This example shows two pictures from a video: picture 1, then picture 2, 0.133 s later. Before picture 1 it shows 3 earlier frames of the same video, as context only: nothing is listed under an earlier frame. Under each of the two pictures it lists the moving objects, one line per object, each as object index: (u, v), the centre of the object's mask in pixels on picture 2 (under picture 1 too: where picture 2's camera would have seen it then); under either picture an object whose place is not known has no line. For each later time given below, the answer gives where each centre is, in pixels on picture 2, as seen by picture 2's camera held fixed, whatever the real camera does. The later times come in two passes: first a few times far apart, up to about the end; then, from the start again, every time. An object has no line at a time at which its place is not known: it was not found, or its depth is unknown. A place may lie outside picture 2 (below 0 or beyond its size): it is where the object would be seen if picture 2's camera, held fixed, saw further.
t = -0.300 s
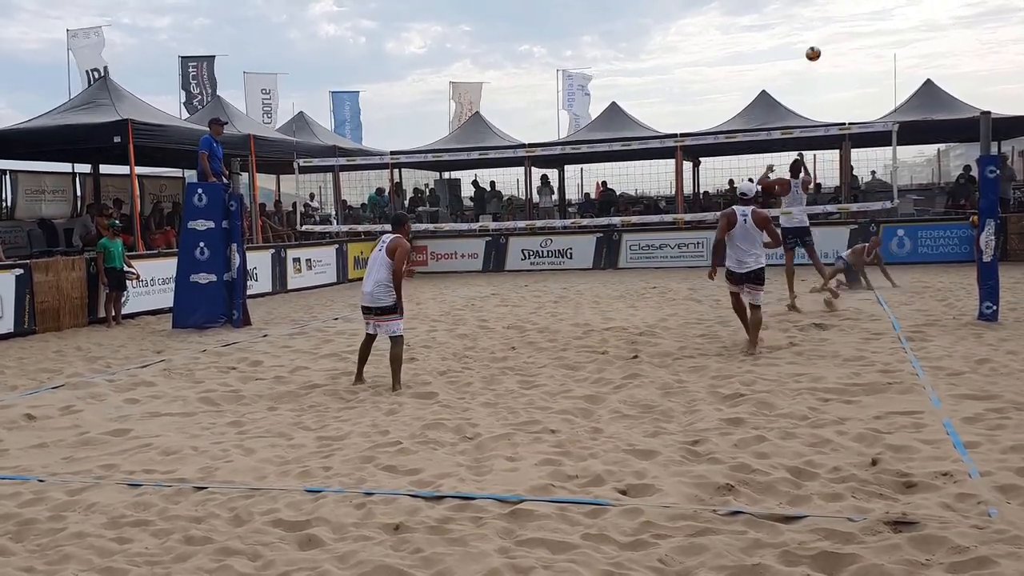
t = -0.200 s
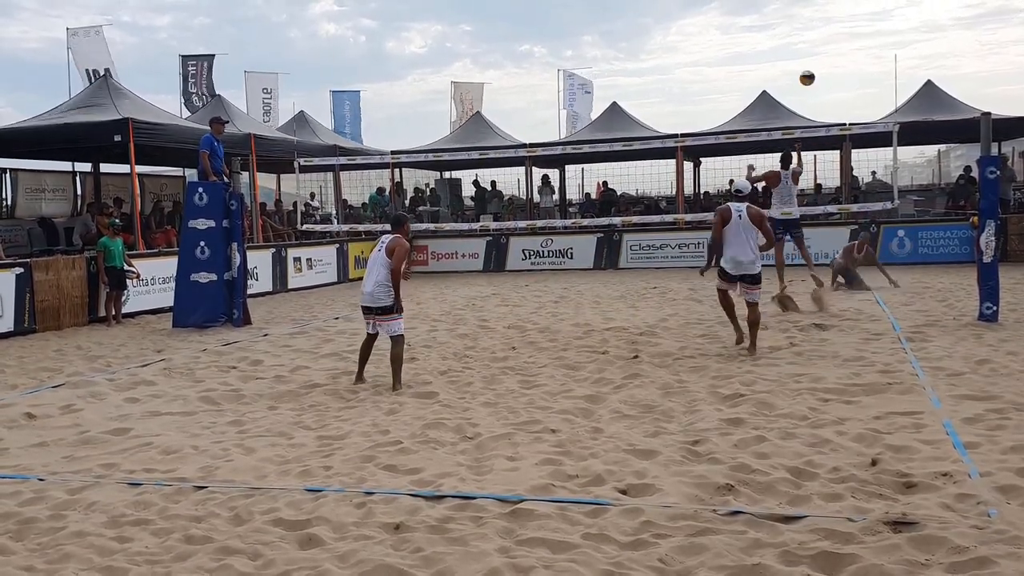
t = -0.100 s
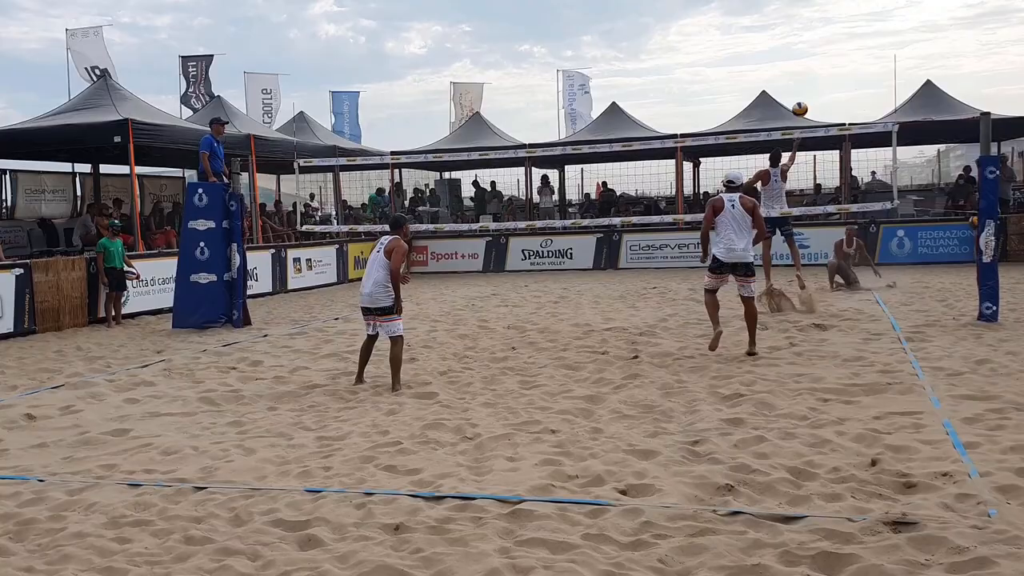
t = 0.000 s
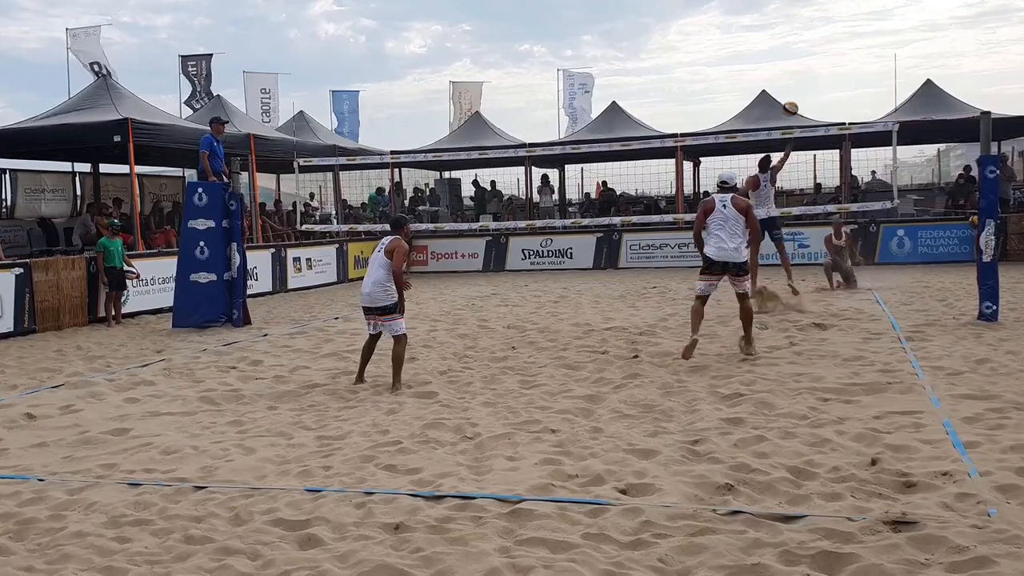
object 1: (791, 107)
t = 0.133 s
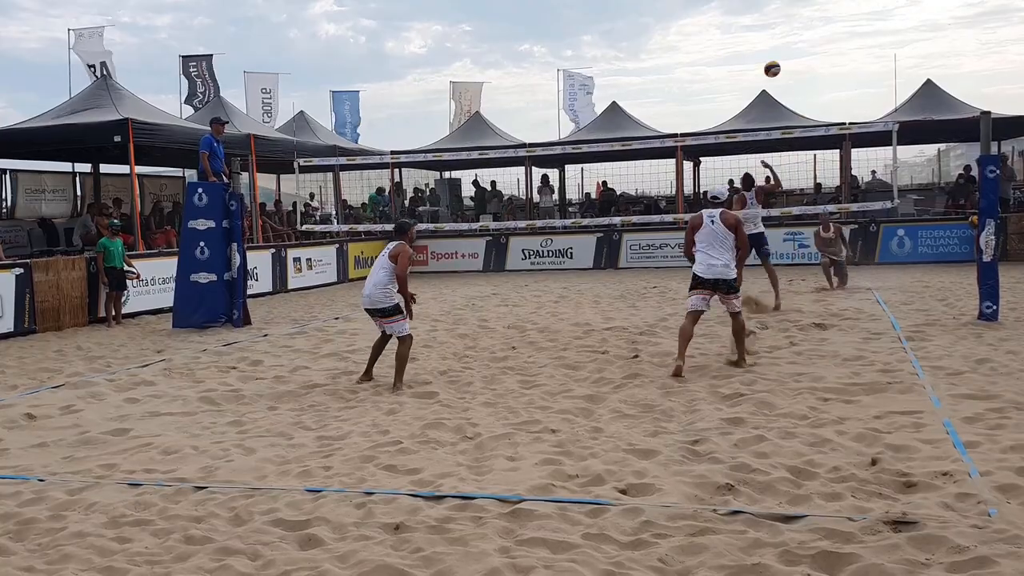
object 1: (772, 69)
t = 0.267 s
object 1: (752, 39)
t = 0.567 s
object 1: (702, 26)
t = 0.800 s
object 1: (655, 79)
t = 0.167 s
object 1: (767, 60)
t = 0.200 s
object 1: (762, 52)
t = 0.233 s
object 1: (757, 45)
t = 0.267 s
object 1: (752, 39)
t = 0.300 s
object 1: (747, 34)
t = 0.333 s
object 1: (741, 29)
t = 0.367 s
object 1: (736, 26)
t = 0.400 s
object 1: (731, 23)
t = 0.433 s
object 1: (725, 21)
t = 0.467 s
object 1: (719, 21)
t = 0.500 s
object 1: (714, 21)
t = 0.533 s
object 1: (708, 23)
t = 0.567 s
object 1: (702, 26)
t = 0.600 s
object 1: (696, 30)
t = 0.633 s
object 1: (689, 34)
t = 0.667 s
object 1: (683, 41)
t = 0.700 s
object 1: (676, 48)
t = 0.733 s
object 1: (670, 57)
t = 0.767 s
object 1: (663, 67)
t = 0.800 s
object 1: (655, 79)
